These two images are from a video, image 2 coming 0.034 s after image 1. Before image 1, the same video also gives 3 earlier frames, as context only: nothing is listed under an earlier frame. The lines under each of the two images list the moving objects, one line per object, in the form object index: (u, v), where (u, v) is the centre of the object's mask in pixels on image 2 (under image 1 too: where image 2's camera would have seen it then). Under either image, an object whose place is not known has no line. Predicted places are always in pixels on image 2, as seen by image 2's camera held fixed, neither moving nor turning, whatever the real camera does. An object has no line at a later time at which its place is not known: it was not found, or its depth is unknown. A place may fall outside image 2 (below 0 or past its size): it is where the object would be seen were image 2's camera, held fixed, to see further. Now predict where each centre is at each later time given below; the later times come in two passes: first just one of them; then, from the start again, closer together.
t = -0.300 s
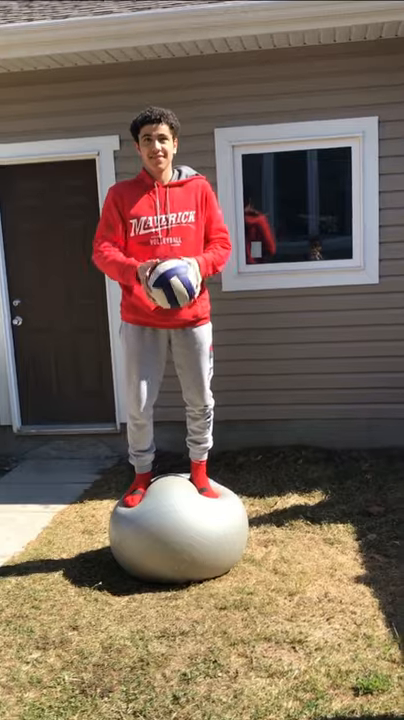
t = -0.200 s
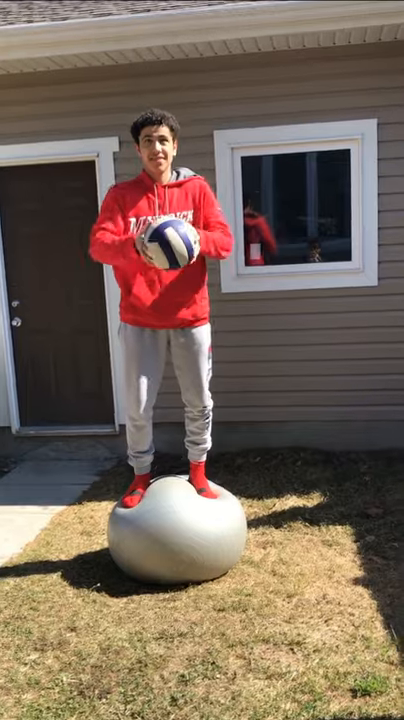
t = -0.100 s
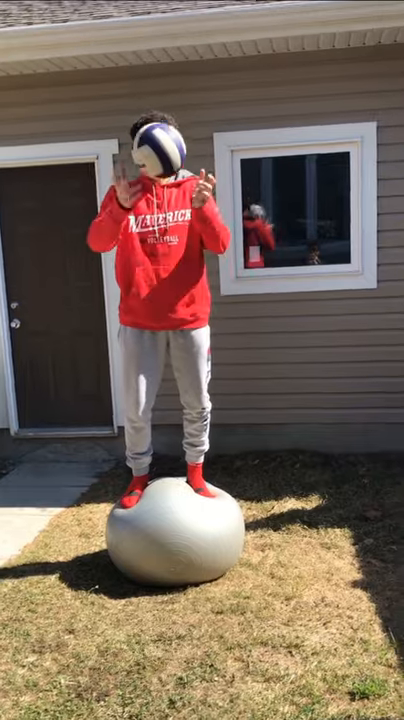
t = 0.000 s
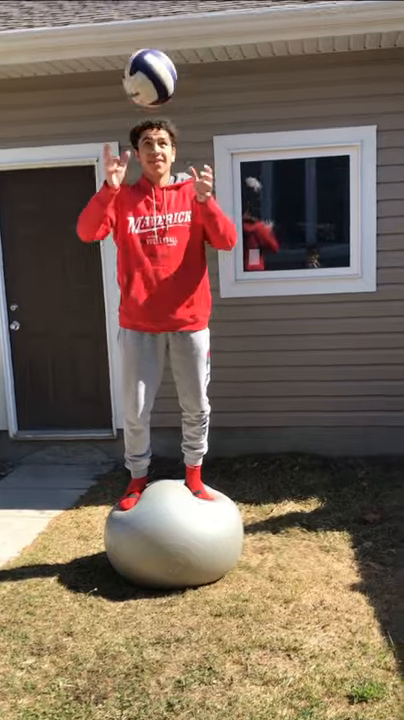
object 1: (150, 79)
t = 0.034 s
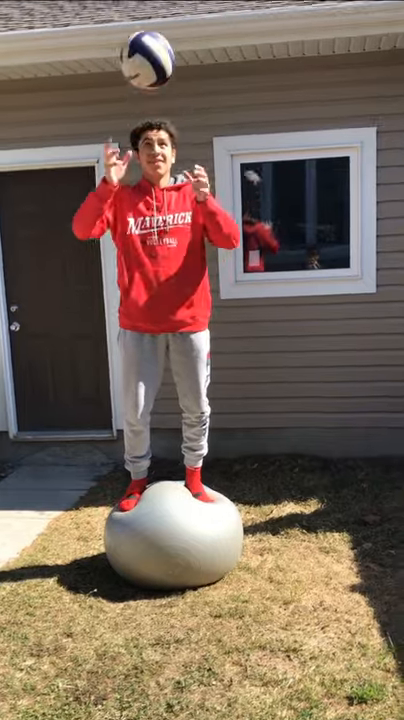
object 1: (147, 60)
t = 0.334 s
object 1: (131, 16)
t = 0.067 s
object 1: (145, 43)
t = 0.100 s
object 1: (142, 28)
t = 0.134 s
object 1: (140, 20)
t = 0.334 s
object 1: (131, 16)
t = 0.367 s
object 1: (130, 25)
